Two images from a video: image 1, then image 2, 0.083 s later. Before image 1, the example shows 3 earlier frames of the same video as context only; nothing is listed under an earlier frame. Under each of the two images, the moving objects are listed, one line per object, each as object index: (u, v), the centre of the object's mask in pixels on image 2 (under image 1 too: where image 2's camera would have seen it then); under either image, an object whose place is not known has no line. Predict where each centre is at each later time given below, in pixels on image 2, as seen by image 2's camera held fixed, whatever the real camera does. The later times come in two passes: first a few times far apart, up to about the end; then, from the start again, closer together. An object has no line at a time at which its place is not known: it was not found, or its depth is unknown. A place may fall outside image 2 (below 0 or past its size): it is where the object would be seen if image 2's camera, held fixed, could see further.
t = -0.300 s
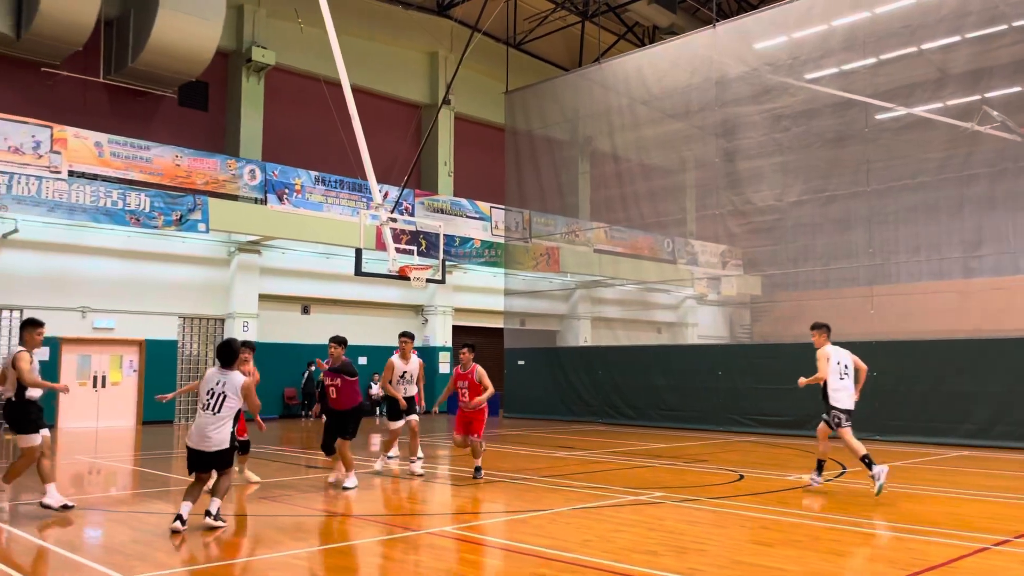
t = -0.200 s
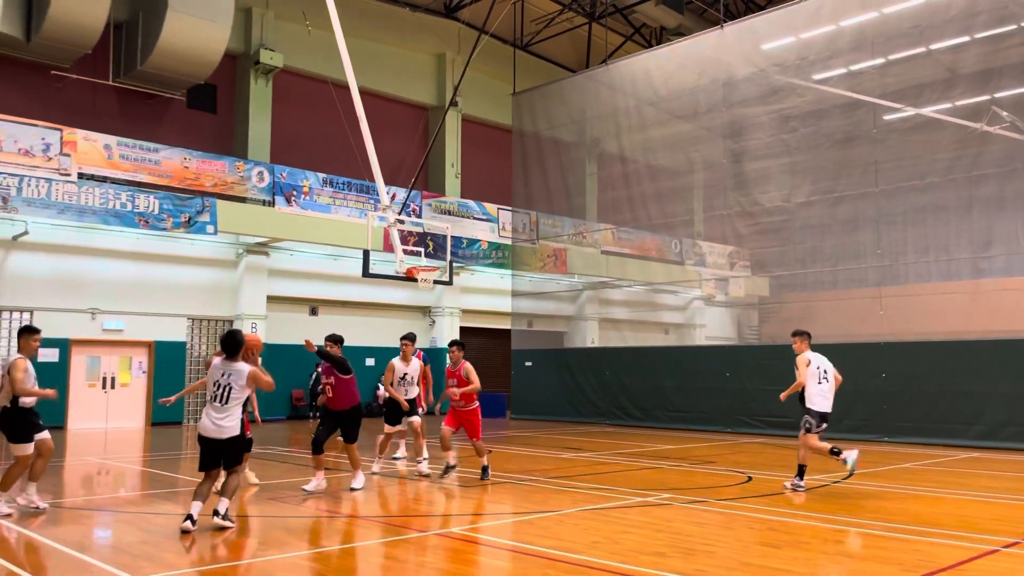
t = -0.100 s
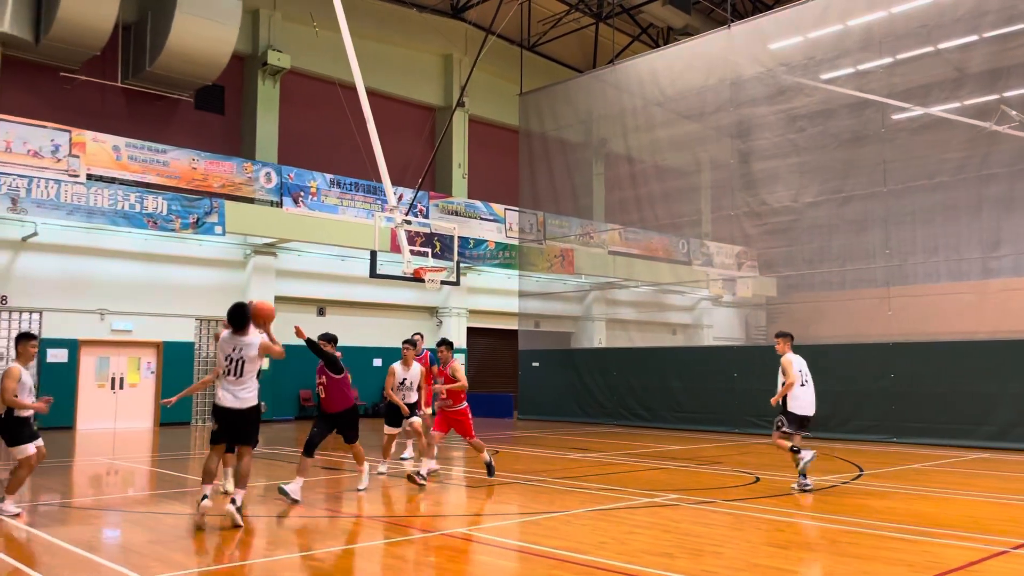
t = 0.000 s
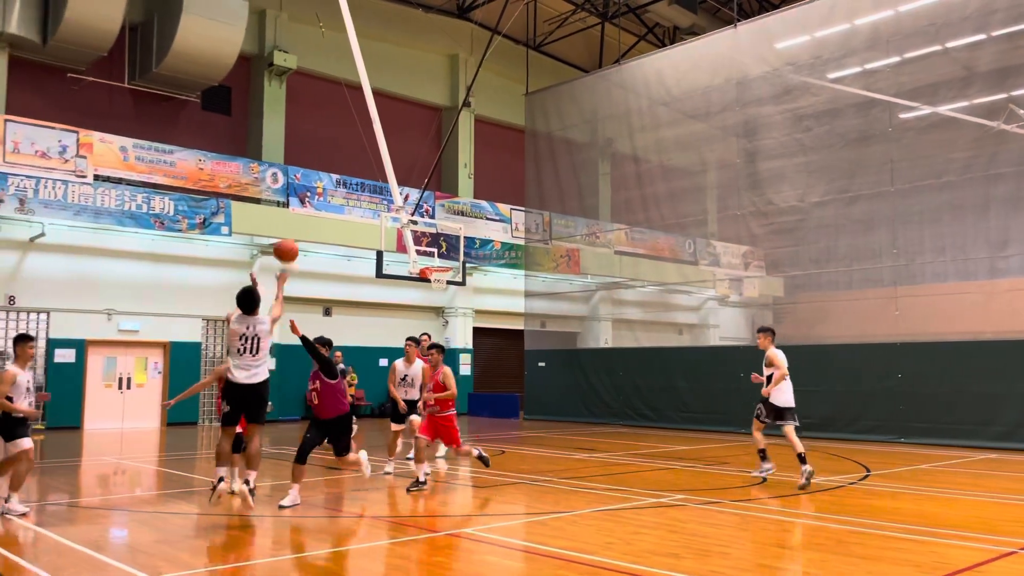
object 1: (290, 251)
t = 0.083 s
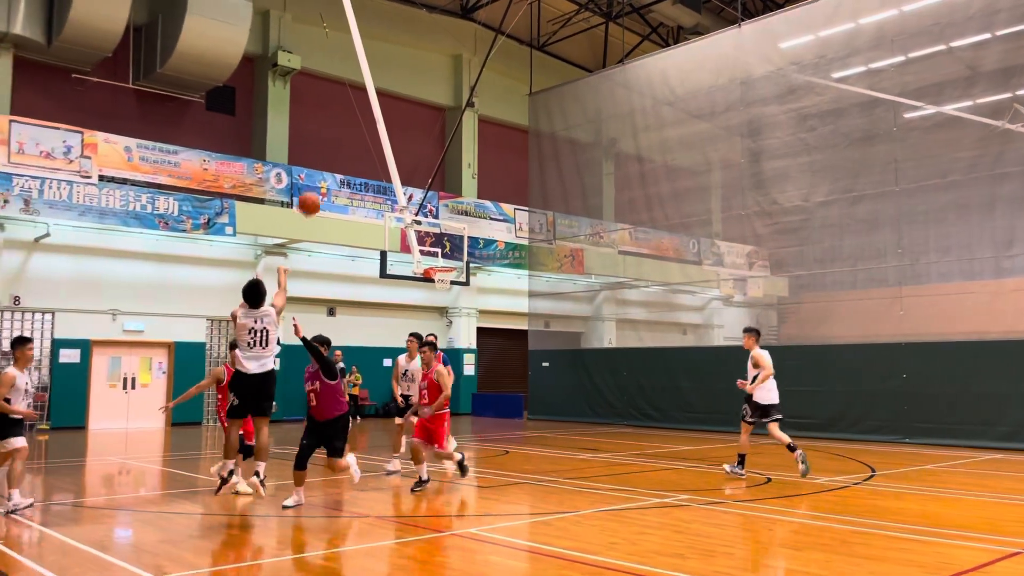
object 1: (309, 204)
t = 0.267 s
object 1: (344, 138)
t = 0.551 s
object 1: (383, 106)
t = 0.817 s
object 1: (410, 131)
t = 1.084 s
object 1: (431, 193)
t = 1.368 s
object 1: (442, 265)
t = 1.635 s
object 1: (464, 262)
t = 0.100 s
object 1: (313, 195)
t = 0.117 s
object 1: (316, 188)
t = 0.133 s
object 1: (320, 180)
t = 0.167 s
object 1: (326, 167)
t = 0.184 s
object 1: (330, 161)
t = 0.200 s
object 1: (333, 156)
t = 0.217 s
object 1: (336, 151)
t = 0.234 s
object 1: (338, 146)
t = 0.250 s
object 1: (341, 141)
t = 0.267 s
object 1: (344, 138)
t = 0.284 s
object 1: (347, 133)
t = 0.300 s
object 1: (349, 130)
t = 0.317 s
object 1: (352, 126)
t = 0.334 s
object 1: (354, 123)
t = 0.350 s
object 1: (357, 121)
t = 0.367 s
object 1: (359, 118)
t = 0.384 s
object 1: (361, 116)
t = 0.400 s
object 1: (364, 114)
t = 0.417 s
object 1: (366, 112)
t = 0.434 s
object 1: (368, 110)
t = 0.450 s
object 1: (370, 110)
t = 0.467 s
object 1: (372, 109)
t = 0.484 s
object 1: (374, 108)
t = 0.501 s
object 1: (377, 107)
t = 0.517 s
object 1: (379, 107)
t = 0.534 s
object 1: (380, 107)
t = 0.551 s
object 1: (383, 106)
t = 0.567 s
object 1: (385, 106)
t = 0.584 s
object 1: (387, 107)
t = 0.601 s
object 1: (388, 108)
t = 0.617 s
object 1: (390, 109)
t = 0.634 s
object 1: (392, 110)
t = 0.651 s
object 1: (394, 111)
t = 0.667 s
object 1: (395, 112)
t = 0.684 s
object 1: (397, 113)
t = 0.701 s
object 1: (399, 115)
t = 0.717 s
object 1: (400, 117)
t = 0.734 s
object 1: (402, 119)
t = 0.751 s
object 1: (403, 121)
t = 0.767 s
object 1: (405, 123)
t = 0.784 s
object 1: (406, 126)
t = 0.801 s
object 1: (408, 128)
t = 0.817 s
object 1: (410, 131)
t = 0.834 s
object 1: (411, 134)
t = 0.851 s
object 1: (413, 137)
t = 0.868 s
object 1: (414, 140)
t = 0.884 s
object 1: (415, 143)
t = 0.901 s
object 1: (417, 147)
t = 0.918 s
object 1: (418, 150)
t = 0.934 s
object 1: (419, 154)
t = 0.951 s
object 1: (421, 158)
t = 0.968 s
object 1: (422, 162)
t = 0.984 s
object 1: (423, 166)
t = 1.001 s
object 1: (425, 170)
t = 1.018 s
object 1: (426, 175)
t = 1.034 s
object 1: (428, 178)
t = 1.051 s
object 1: (429, 184)
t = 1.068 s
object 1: (430, 188)
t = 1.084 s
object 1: (431, 193)
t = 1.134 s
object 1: (434, 209)
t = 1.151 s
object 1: (434, 213)
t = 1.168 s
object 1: (436, 218)
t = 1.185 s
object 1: (437, 224)
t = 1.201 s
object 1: (438, 230)
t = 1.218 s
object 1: (439, 234)
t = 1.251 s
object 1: (442, 246)
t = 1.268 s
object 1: (442, 251)
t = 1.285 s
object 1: (443, 258)
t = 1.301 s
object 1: (445, 264)
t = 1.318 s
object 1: (444, 266)
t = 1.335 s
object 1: (443, 265)
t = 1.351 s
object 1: (442, 265)
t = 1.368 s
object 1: (442, 265)
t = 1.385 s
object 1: (442, 265)
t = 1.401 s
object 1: (442, 264)
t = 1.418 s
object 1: (443, 262)
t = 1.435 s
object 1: (443, 261)
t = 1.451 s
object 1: (444, 260)
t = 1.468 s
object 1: (444, 259)
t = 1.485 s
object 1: (444, 259)
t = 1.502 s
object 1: (444, 259)
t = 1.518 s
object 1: (447, 258)
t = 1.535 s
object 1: (449, 259)
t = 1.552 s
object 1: (452, 259)
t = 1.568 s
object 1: (454, 259)
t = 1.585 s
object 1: (457, 260)
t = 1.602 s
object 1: (460, 260)
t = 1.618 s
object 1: (462, 261)
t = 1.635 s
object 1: (464, 262)
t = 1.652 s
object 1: (468, 263)
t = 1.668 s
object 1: (469, 264)
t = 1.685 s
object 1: (473, 266)
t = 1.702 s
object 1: (475, 267)
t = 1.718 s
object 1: (477, 268)
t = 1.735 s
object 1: (480, 271)
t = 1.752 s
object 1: (482, 272)
